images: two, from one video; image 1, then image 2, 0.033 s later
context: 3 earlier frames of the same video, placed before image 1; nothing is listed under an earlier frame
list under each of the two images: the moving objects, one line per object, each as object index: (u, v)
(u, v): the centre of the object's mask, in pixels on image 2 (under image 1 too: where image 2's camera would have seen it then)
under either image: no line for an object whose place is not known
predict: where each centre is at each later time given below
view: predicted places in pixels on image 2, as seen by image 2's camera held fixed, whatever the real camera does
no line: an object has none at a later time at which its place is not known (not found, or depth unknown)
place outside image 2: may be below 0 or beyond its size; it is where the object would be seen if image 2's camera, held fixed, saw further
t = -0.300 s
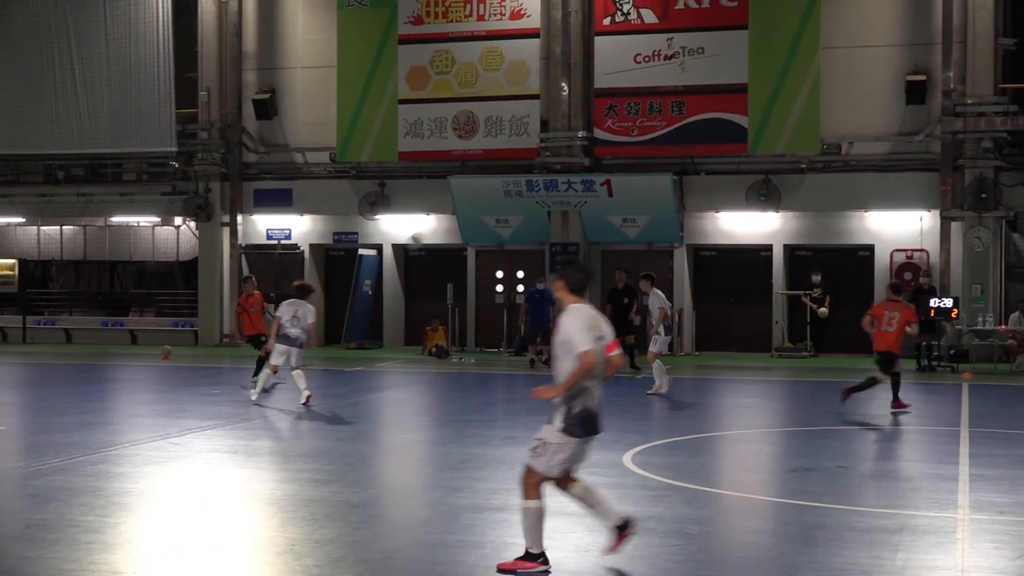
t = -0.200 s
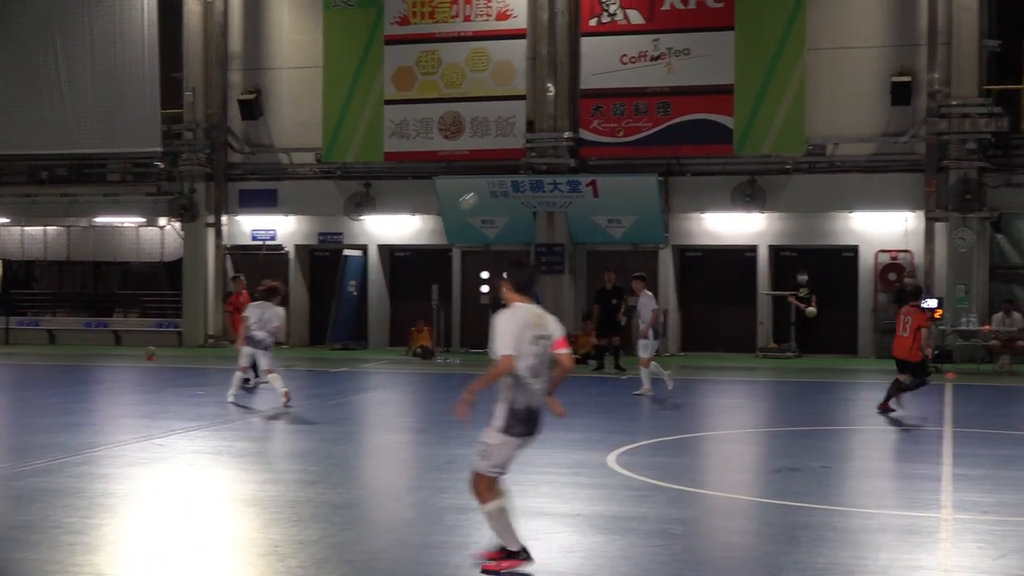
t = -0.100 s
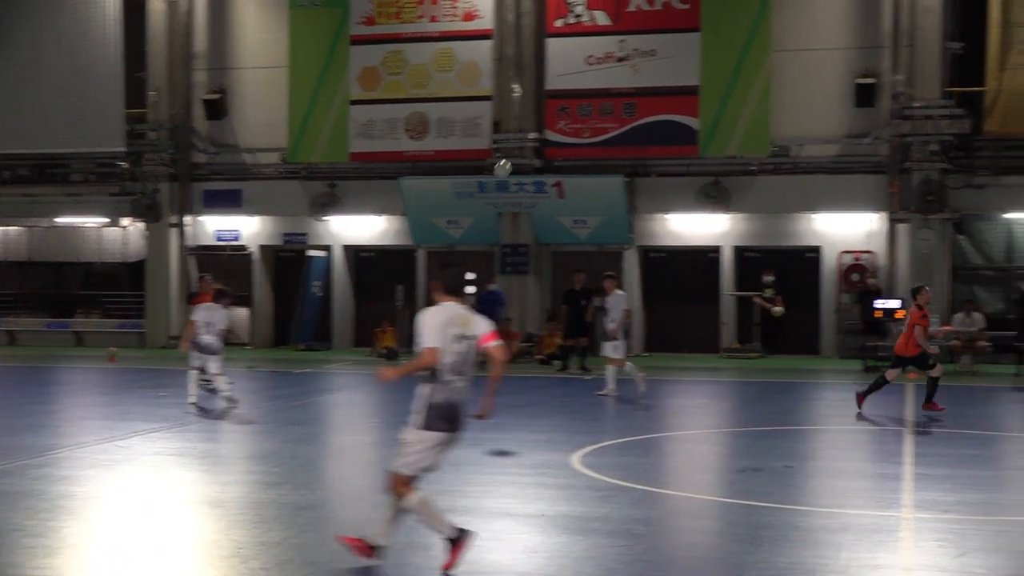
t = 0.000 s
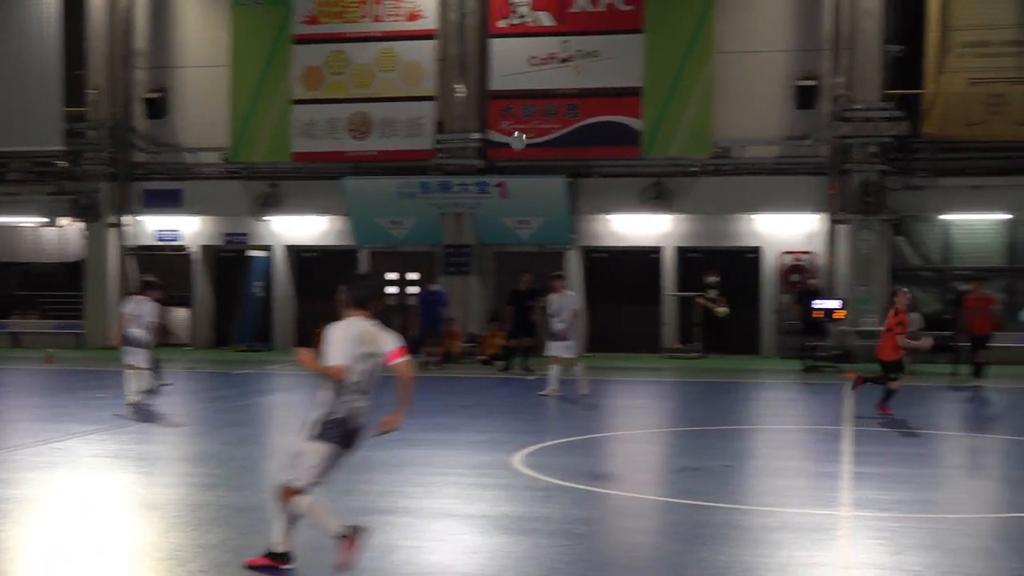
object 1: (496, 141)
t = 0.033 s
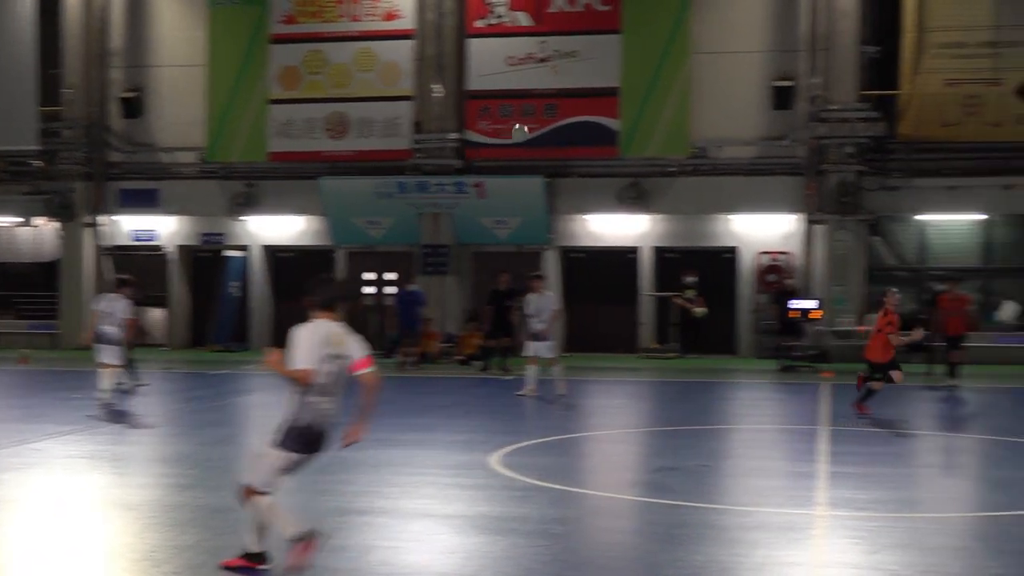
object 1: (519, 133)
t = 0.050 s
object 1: (531, 129)
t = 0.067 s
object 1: (544, 126)
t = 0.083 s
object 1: (556, 122)
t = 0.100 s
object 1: (568, 119)
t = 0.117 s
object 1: (580, 115)
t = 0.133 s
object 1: (593, 112)
